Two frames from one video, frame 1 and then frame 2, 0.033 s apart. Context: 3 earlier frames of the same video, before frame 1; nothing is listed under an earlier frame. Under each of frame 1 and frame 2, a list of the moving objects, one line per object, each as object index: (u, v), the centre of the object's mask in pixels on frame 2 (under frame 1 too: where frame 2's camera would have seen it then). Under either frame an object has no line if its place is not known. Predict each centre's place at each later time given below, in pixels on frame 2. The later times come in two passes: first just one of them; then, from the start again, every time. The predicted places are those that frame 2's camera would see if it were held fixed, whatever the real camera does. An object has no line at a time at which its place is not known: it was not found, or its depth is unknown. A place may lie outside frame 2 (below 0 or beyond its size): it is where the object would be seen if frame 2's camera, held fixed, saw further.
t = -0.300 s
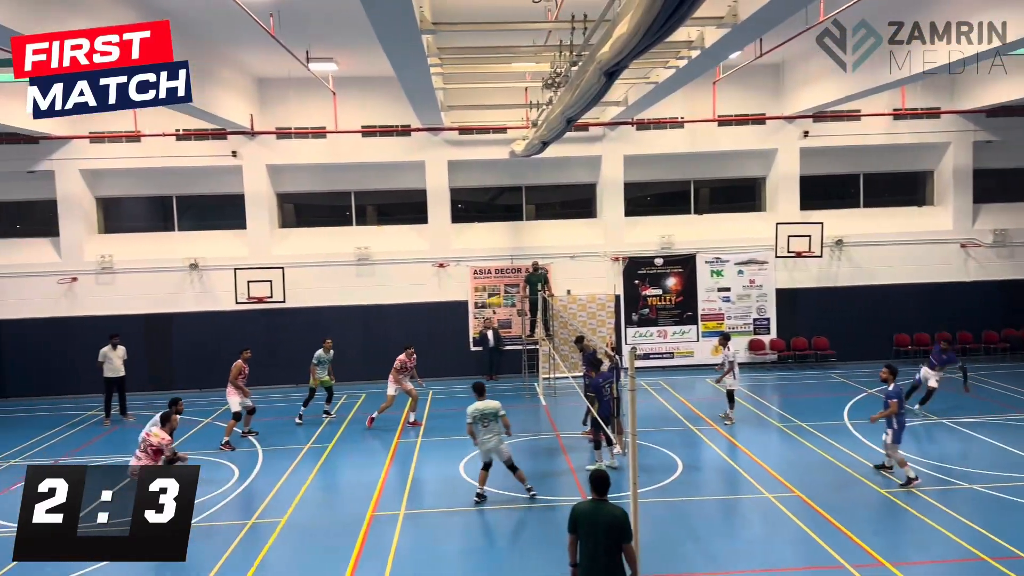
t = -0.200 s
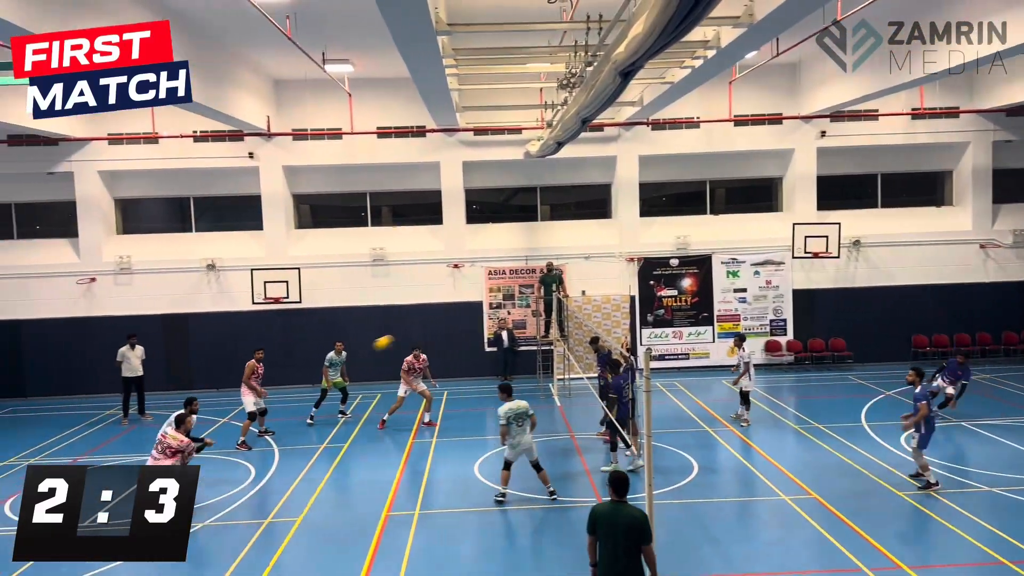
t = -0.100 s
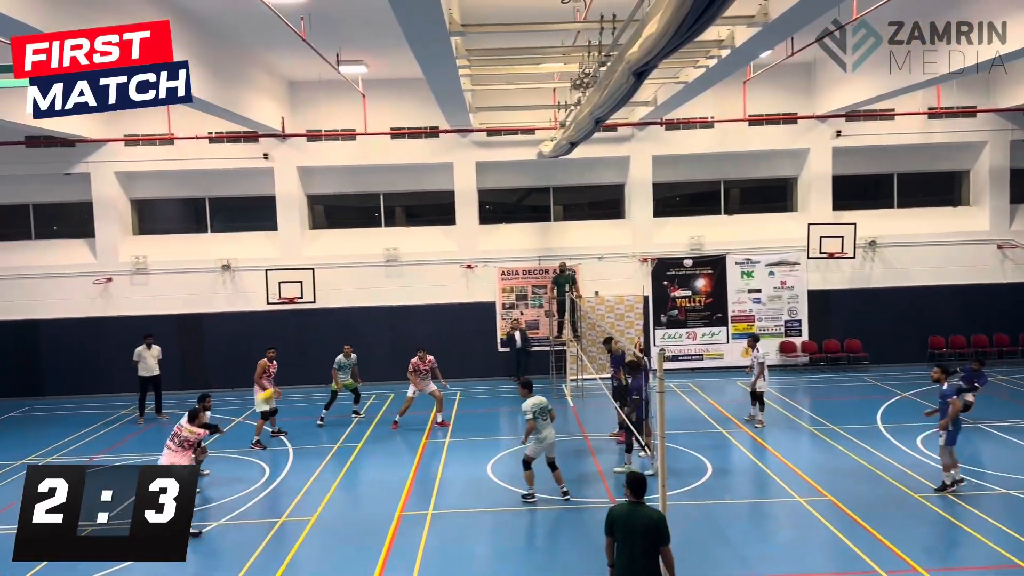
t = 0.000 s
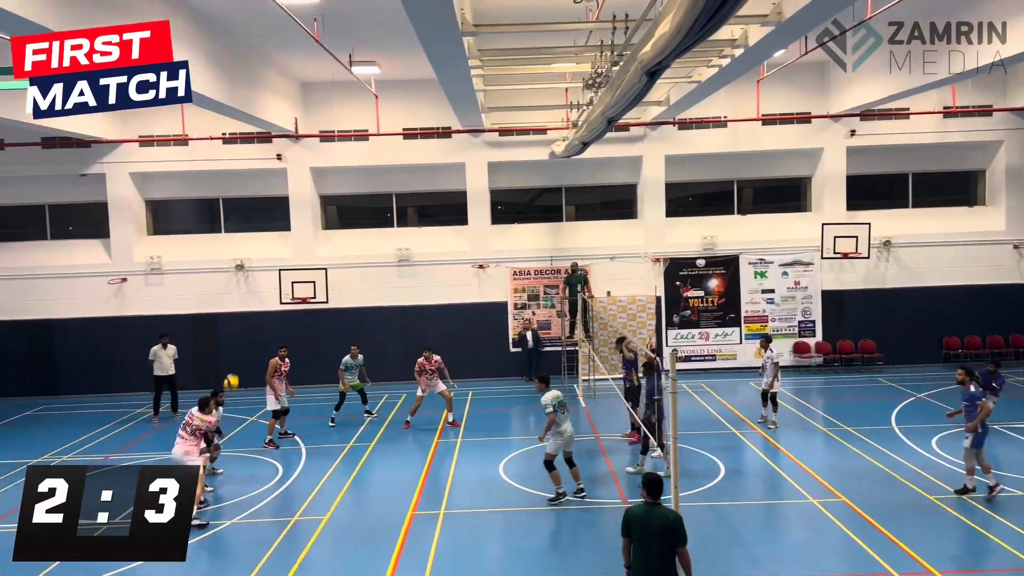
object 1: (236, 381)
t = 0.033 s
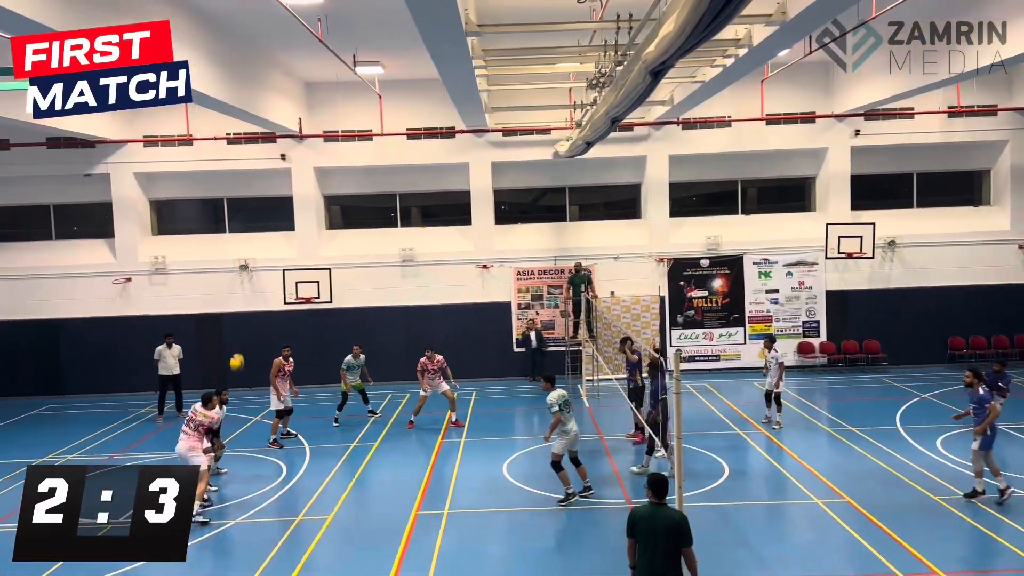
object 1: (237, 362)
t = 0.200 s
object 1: (243, 276)
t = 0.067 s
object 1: (238, 343)
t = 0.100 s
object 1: (240, 325)
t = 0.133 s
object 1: (240, 308)
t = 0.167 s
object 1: (242, 291)
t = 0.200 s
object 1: (243, 276)
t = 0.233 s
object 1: (243, 261)
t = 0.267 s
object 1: (245, 246)
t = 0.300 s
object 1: (245, 232)
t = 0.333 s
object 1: (246, 219)
